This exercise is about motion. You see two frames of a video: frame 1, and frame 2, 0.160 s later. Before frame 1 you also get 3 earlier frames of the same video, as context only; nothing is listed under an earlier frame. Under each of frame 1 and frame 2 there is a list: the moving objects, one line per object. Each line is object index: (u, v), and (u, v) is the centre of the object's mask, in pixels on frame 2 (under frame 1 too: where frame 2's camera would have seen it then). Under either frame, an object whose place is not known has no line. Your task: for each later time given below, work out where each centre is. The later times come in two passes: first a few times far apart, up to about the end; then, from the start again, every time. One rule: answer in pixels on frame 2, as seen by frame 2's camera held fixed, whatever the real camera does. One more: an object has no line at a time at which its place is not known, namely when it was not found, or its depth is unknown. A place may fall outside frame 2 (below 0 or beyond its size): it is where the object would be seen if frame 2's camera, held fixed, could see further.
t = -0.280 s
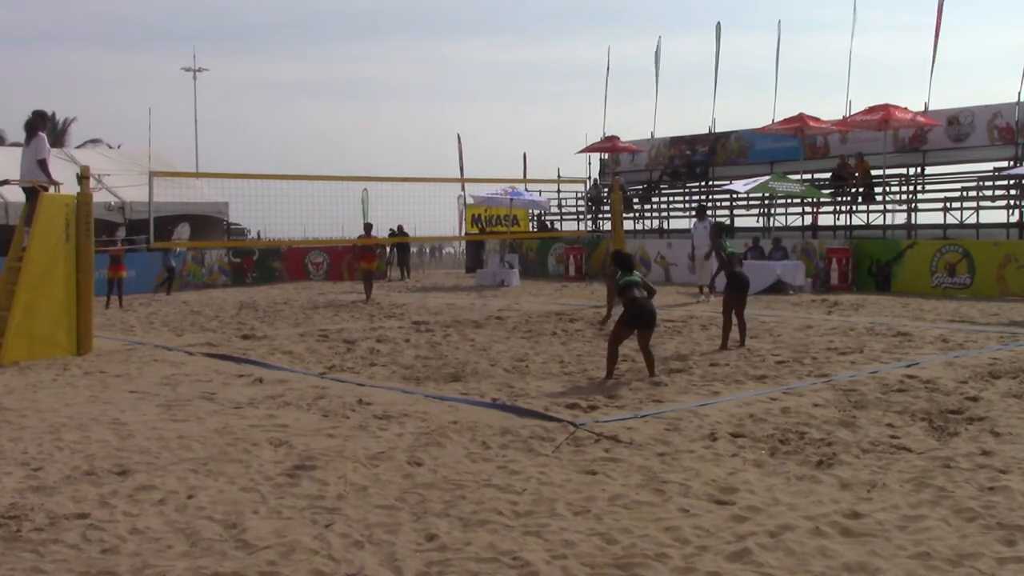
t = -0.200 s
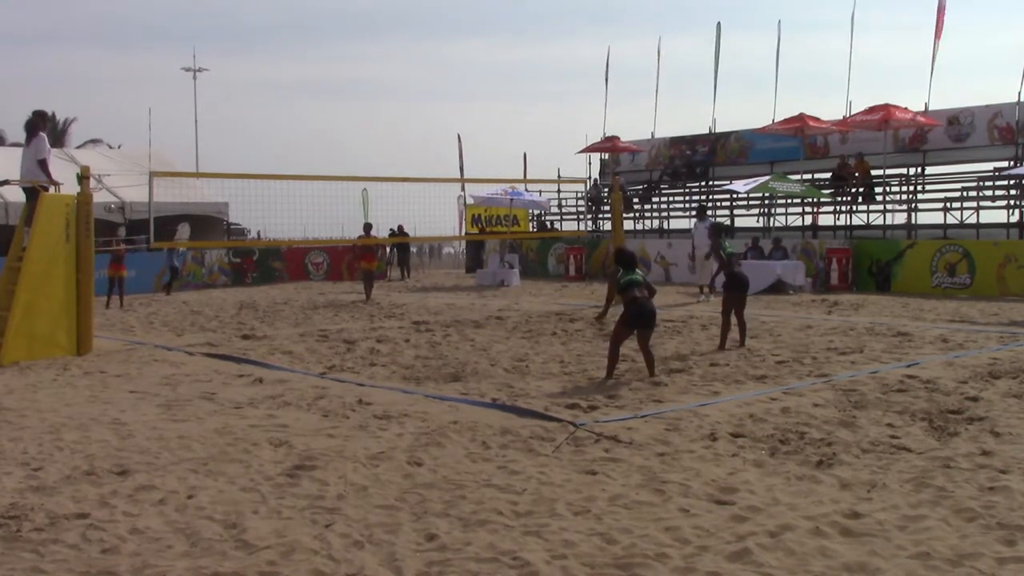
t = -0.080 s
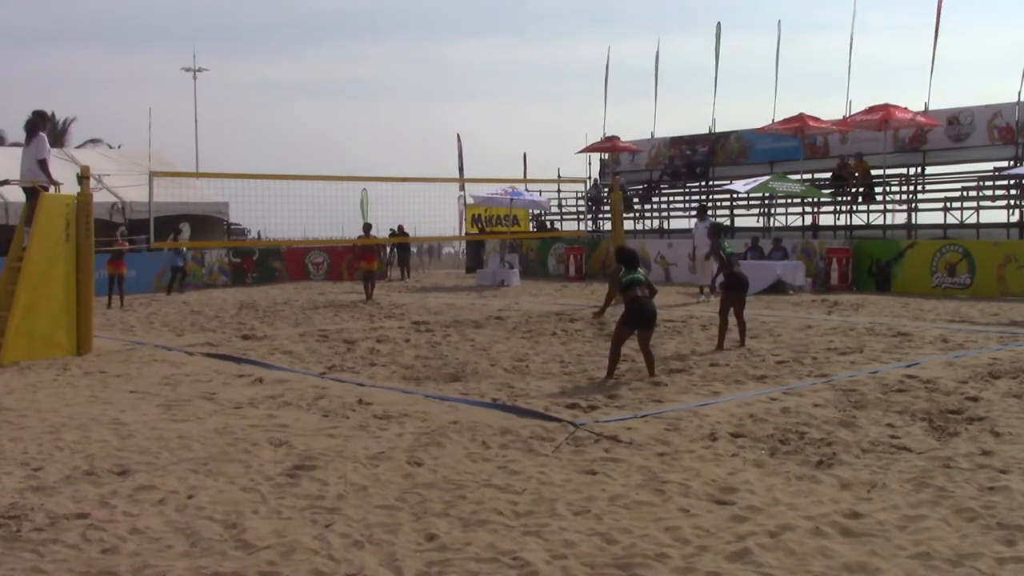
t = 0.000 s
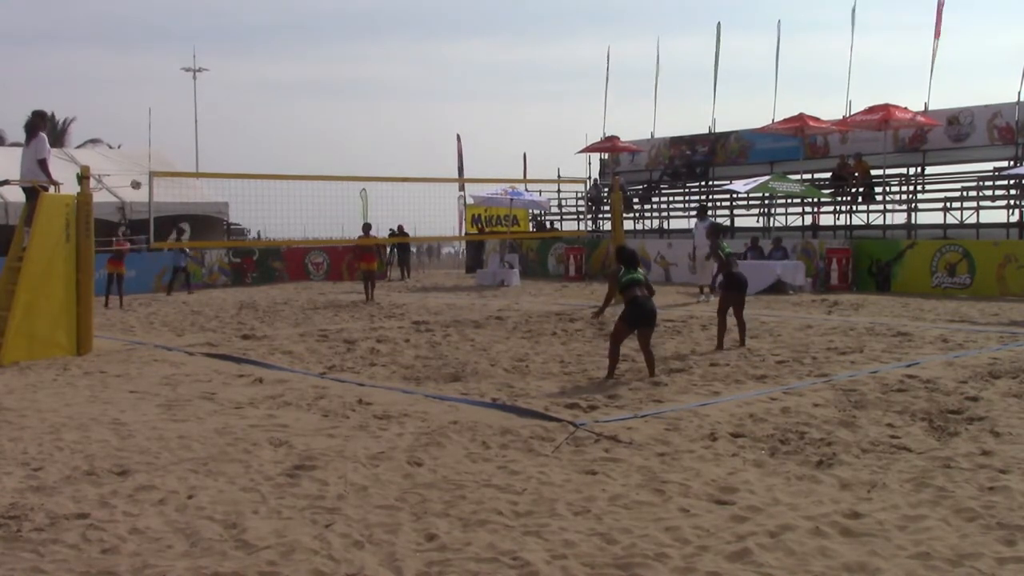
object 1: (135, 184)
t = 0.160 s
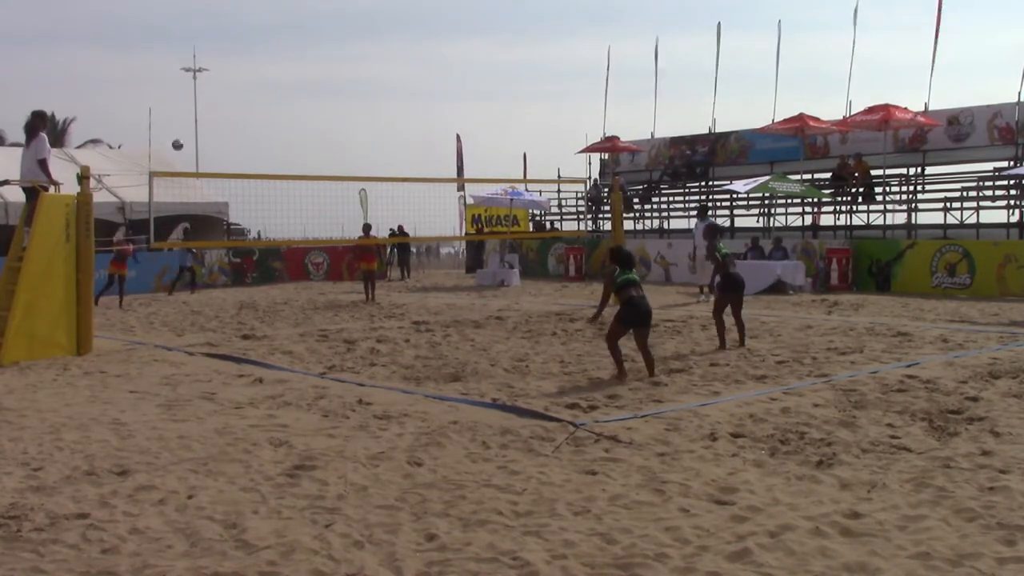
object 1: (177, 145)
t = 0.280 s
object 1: (210, 122)
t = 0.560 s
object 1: (294, 94)
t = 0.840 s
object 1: (386, 112)
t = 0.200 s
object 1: (187, 136)
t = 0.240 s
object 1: (198, 129)
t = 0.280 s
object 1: (210, 122)
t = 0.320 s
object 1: (221, 115)
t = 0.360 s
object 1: (233, 110)
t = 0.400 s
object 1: (245, 105)
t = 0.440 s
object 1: (256, 100)
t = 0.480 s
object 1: (269, 98)
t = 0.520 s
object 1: (281, 96)
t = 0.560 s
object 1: (294, 94)
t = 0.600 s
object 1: (306, 94)
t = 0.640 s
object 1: (319, 95)
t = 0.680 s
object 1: (332, 96)
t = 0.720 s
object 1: (345, 98)
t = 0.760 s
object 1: (359, 102)
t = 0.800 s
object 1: (372, 107)
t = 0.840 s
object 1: (386, 112)
